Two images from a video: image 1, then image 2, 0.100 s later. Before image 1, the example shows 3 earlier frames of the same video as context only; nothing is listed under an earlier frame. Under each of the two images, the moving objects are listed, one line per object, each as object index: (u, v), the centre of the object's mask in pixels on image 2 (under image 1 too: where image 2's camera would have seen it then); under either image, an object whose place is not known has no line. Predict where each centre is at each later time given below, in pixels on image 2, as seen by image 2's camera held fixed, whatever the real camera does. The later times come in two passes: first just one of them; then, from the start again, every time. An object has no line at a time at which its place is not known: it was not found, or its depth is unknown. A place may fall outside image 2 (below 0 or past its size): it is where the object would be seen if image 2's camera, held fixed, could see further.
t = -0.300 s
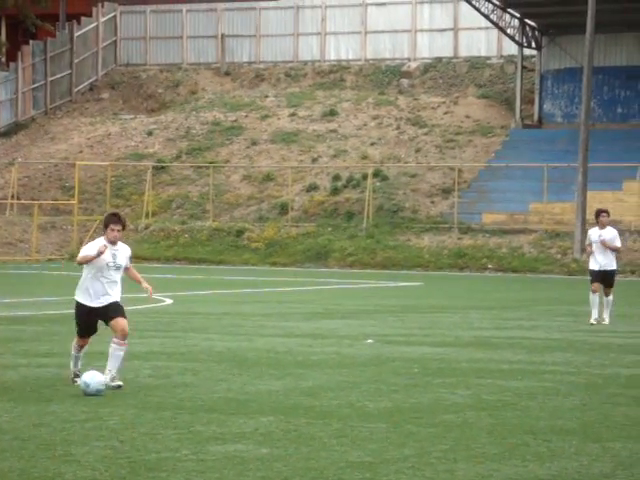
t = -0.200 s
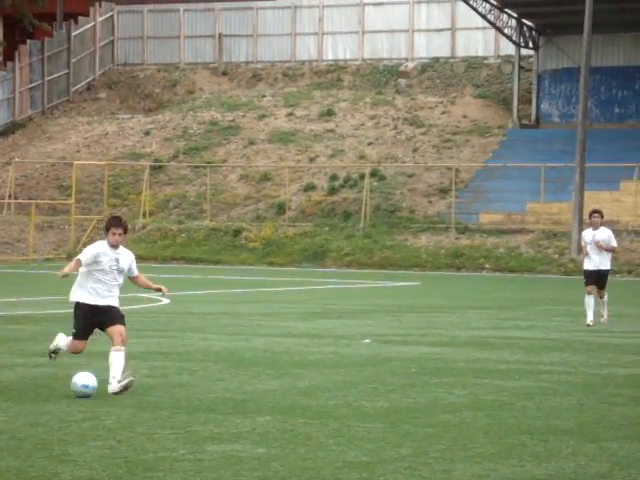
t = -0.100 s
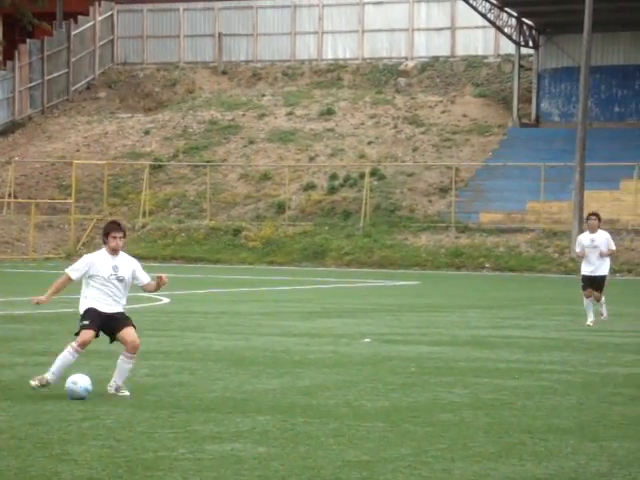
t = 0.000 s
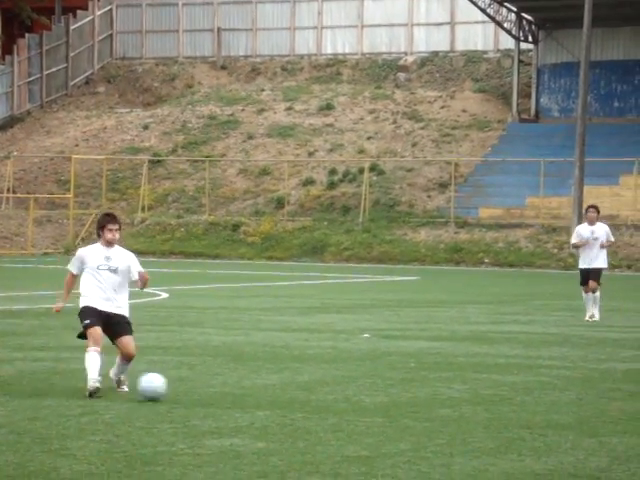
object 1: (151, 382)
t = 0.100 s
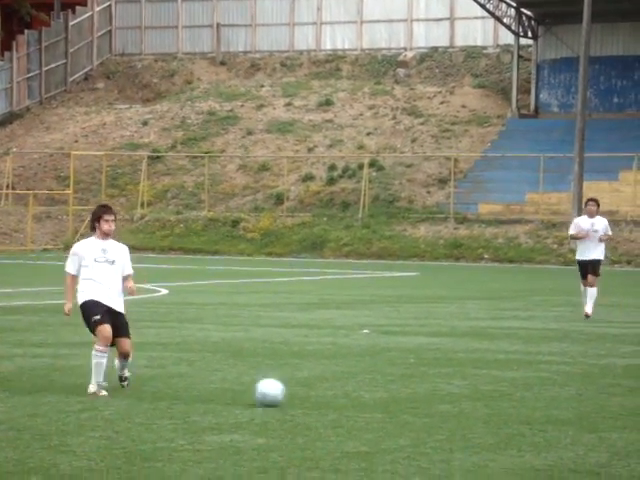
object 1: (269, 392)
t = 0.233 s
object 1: (421, 402)
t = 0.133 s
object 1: (306, 393)
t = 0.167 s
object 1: (343, 394)
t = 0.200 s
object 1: (381, 397)
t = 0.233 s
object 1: (421, 402)
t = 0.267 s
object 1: (461, 410)
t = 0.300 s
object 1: (498, 411)
